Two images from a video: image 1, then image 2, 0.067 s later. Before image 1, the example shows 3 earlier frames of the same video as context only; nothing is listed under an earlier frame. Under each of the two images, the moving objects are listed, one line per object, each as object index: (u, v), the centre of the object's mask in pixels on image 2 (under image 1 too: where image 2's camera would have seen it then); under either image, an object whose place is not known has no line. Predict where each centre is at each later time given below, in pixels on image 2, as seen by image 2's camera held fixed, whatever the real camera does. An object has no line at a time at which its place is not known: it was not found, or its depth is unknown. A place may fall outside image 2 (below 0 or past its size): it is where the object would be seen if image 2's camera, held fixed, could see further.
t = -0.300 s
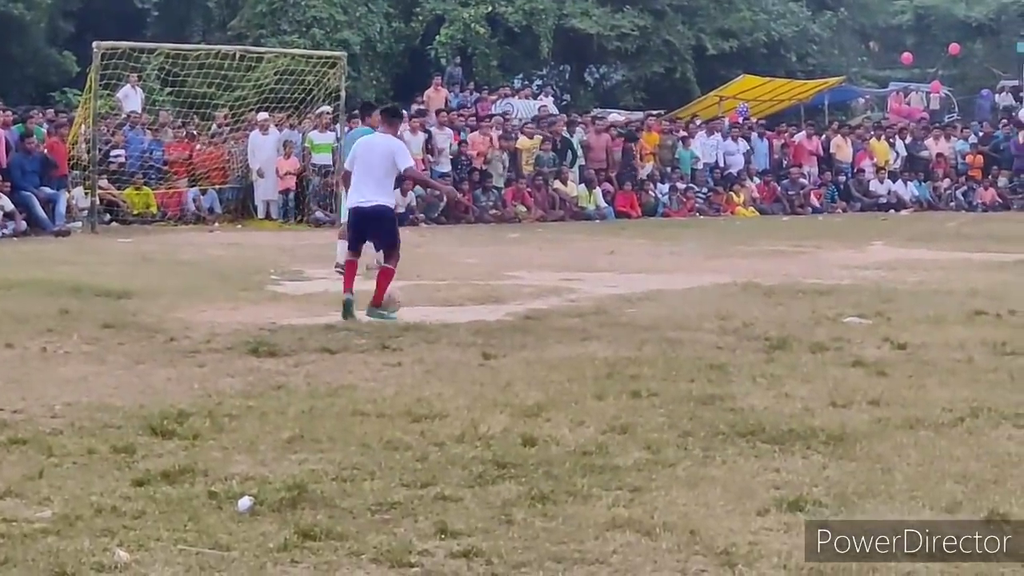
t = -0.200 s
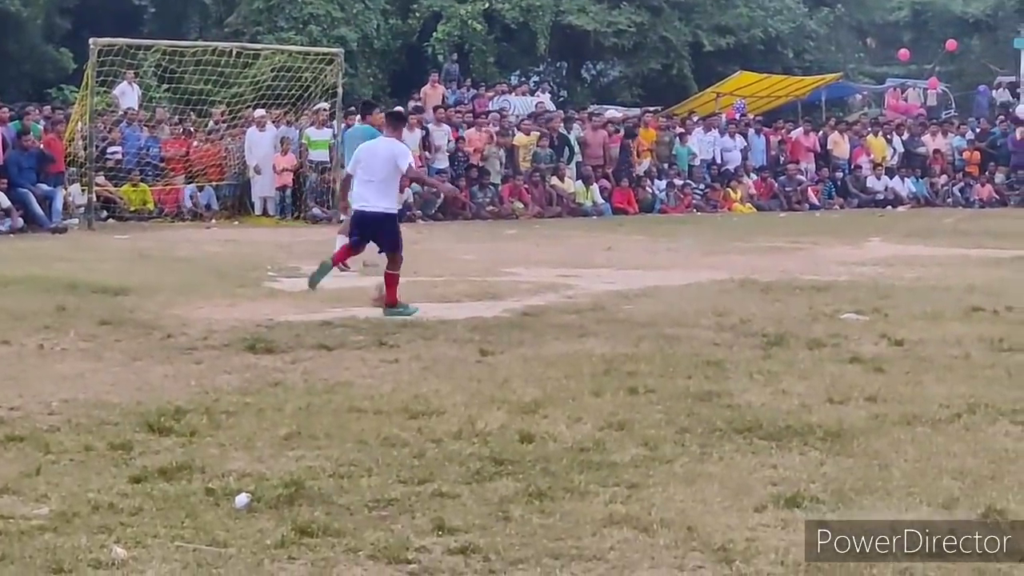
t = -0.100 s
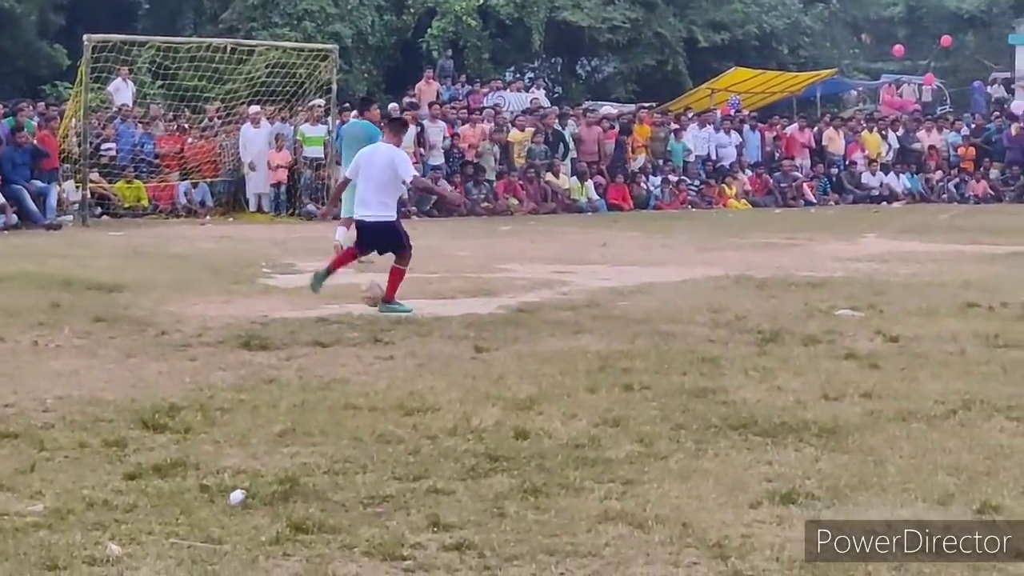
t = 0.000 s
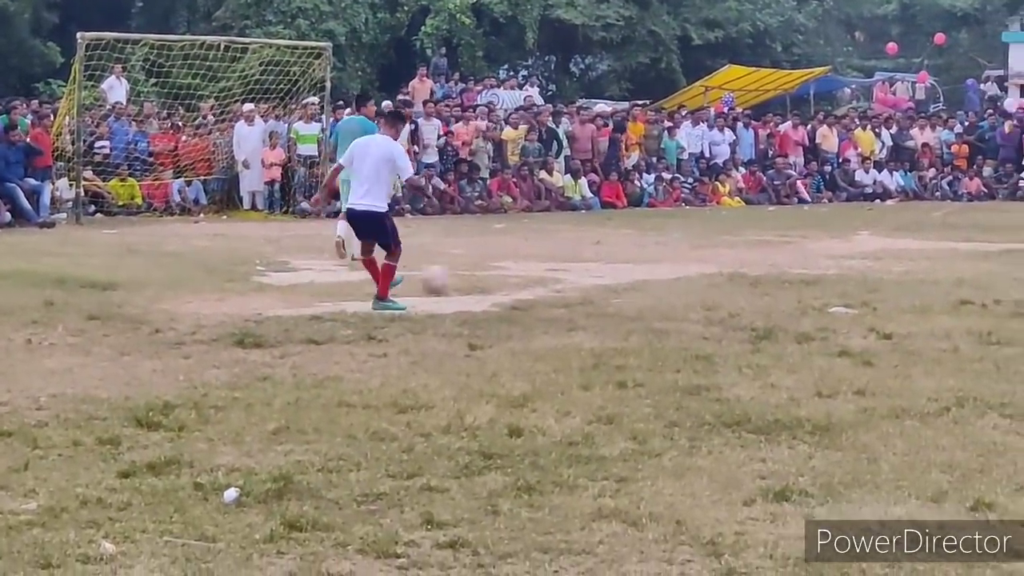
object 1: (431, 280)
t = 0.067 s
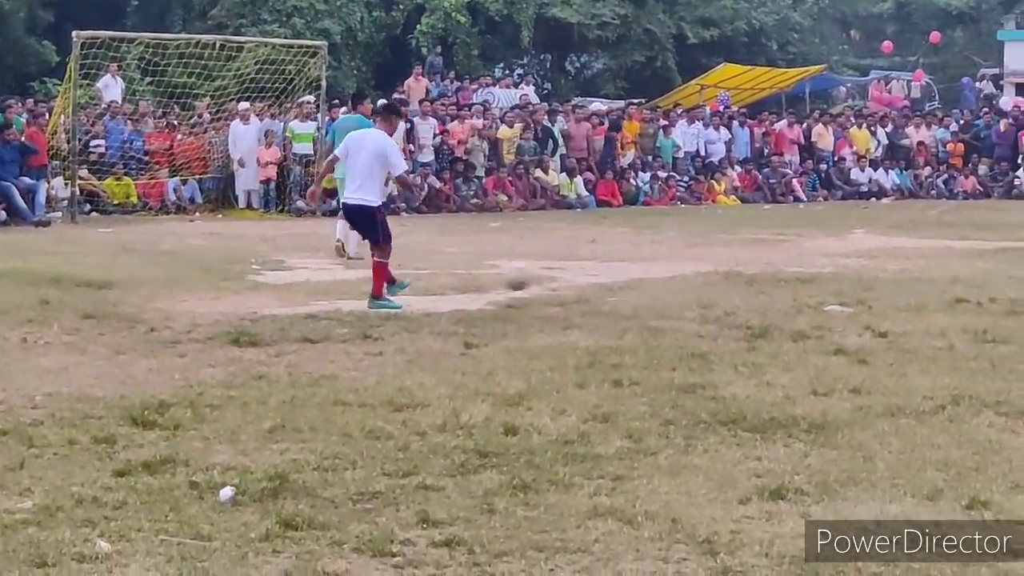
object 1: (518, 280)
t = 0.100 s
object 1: (558, 282)
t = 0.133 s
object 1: (600, 282)
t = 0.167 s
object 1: (642, 284)
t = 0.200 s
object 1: (681, 285)
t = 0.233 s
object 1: (722, 289)
